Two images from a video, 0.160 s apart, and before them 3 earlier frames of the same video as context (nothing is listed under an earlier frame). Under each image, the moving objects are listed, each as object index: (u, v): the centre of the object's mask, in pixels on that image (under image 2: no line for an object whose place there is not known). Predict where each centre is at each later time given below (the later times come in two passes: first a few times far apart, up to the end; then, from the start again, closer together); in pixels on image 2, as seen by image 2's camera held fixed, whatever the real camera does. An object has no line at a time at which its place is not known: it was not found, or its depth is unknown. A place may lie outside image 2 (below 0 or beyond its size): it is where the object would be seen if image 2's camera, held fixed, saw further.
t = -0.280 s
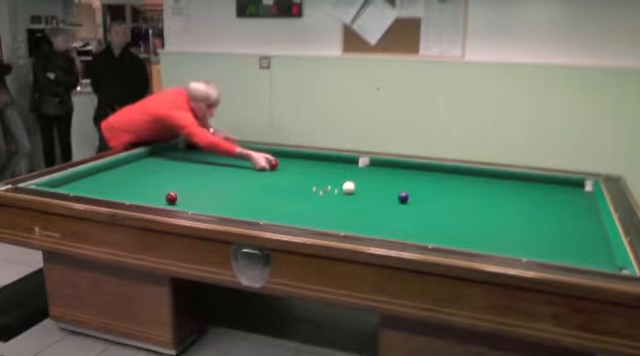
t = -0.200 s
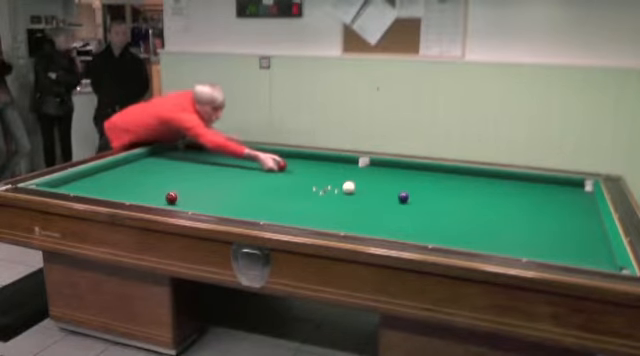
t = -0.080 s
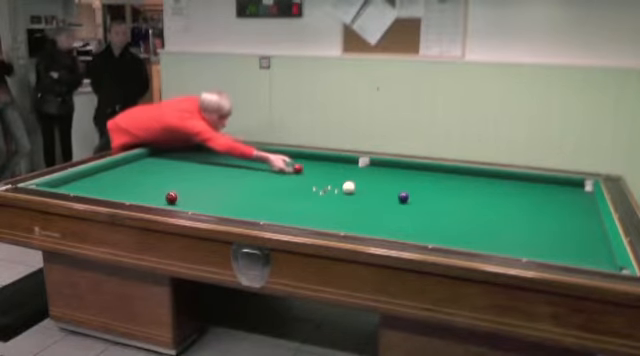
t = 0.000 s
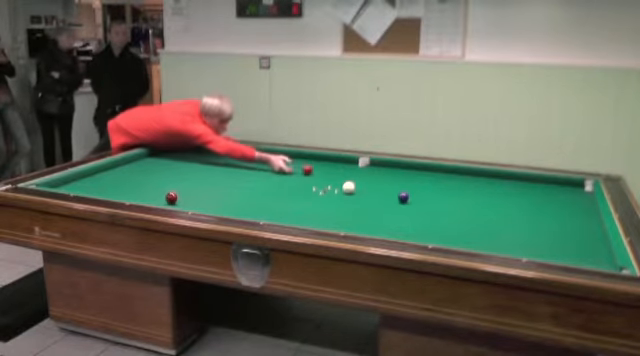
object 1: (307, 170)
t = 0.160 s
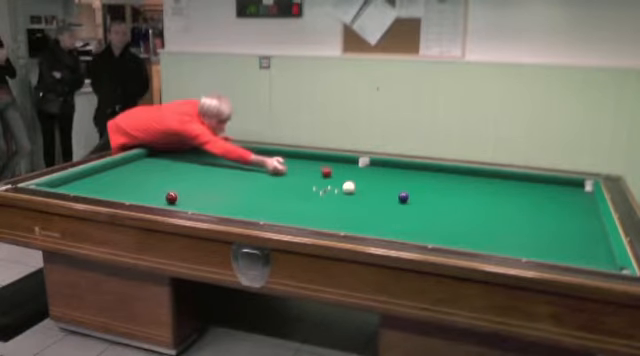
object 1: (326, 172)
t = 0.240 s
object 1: (335, 173)
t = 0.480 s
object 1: (365, 177)
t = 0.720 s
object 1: (395, 181)
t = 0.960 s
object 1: (426, 185)
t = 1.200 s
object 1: (457, 189)
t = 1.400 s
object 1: (483, 192)
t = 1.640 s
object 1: (515, 197)
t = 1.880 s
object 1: (547, 201)
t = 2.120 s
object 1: (579, 205)
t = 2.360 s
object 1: (579, 206)
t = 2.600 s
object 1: (560, 204)
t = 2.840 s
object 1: (542, 202)
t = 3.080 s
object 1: (525, 200)
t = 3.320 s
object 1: (509, 198)
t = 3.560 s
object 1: (492, 197)
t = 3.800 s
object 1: (477, 195)
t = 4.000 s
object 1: (464, 193)
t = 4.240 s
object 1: (449, 192)
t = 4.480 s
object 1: (435, 191)
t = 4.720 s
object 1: (422, 189)
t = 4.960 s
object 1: (409, 188)
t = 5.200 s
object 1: (396, 187)
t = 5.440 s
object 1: (384, 186)
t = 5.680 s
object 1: (372, 185)
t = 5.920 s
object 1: (361, 184)
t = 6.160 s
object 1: (352, 180)
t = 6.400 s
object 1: (340, 182)
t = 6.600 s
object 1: (333, 181)
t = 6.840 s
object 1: (323, 180)
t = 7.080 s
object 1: (315, 180)
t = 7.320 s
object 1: (307, 179)
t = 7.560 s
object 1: (299, 178)
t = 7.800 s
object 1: (292, 178)
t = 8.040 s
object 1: (285, 177)
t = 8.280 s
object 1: (279, 177)
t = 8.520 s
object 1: (273, 177)
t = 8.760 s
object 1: (268, 176)
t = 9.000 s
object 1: (263, 176)
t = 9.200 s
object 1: (259, 176)
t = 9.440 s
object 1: (255, 175)
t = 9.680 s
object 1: (251, 175)
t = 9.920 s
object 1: (247, 175)
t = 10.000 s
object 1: (246, 175)
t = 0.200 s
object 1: (331, 173)
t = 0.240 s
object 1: (335, 173)
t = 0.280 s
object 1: (340, 174)
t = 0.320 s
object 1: (345, 175)
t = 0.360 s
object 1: (350, 175)
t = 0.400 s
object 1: (356, 176)
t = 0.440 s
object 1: (360, 176)
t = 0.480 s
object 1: (365, 177)
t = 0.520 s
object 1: (370, 178)
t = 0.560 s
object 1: (375, 179)
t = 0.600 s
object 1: (380, 179)
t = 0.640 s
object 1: (385, 180)
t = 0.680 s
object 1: (390, 180)
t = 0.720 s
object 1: (395, 181)
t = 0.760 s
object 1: (401, 181)
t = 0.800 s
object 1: (406, 182)
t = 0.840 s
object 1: (411, 183)
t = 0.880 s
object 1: (416, 183)
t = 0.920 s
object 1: (421, 184)
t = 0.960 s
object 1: (426, 185)
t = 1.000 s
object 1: (432, 186)
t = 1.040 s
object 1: (436, 186)
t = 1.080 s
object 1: (441, 187)
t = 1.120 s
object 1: (447, 187)
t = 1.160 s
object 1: (452, 188)
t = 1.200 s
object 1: (457, 189)
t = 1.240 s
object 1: (462, 189)
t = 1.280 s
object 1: (468, 190)
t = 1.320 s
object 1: (473, 191)
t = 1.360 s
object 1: (478, 192)
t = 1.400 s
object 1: (483, 192)
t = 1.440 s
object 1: (489, 193)
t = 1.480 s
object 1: (494, 194)
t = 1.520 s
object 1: (499, 194)
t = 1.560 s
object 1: (504, 195)
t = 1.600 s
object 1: (510, 196)
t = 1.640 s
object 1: (515, 197)
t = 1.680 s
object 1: (520, 198)
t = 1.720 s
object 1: (526, 198)
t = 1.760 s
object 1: (531, 199)
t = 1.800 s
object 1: (536, 199)
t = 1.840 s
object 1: (542, 200)
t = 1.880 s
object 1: (547, 201)
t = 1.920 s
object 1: (552, 202)
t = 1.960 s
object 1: (558, 202)
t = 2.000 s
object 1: (563, 204)
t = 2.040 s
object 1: (568, 205)
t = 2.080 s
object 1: (574, 205)
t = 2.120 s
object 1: (579, 205)
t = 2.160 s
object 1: (584, 206)
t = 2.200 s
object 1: (590, 207)
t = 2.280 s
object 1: (586, 206)
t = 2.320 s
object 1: (582, 206)
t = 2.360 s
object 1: (579, 206)
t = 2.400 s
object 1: (575, 206)
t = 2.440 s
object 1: (572, 205)
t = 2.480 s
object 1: (569, 205)
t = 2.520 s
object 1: (566, 205)
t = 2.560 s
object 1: (563, 204)
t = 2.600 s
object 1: (560, 204)
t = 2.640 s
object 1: (557, 204)
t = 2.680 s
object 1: (554, 203)
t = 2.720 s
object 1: (551, 203)
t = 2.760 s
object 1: (549, 203)
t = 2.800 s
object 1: (546, 203)
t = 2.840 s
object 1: (542, 202)
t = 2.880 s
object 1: (540, 202)
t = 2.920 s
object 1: (537, 201)
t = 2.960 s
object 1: (534, 201)
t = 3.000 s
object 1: (531, 201)
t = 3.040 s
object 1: (528, 200)
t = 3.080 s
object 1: (525, 200)
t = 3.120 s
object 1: (523, 200)
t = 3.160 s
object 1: (520, 200)
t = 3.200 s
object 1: (517, 199)
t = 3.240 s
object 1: (514, 199)
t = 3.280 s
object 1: (511, 199)
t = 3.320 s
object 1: (509, 198)
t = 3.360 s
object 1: (506, 198)
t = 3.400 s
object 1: (503, 198)
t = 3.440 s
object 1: (500, 198)
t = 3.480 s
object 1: (498, 197)
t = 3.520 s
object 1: (494, 197)
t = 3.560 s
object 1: (492, 197)
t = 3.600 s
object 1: (489, 196)
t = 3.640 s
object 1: (487, 196)
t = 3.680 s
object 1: (484, 196)
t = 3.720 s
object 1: (482, 195)
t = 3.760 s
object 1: (479, 195)
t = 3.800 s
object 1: (477, 195)
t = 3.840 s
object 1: (474, 195)
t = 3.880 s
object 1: (471, 194)
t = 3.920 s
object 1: (469, 194)
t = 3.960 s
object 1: (467, 194)
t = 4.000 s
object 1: (464, 193)
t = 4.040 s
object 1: (461, 193)
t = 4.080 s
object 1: (459, 193)
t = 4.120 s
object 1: (456, 193)
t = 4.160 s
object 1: (454, 193)
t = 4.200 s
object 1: (452, 192)
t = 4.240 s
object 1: (449, 192)
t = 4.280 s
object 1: (447, 191)
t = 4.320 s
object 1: (445, 191)
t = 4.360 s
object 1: (442, 191)
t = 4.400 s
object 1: (440, 191)
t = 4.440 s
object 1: (438, 191)
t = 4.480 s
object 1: (435, 191)
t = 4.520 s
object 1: (433, 191)
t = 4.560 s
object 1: (431, 190)
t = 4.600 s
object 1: (428, 190)
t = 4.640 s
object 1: (426, 190)
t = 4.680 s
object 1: (424, 190)
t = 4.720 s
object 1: (422, 189)
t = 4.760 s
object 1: (419, 189)
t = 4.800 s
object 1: (417, 189)
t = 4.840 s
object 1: (415, 189)
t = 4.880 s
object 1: (413, 188)
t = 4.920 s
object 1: (411, 188)
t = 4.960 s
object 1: (409, 188)
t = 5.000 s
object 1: (407, 187)
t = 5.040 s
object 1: (404, 187)
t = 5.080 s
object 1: (401, 187)
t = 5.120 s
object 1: (400, 187)
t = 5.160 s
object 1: (398, 187)
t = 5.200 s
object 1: (396, 187)
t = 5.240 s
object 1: (394, 186)
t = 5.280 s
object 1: (391, 186)
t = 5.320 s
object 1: (389, 186)
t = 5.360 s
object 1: (388, 186)
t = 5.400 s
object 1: (385, 186)
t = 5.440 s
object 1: (384, 186)
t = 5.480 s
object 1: (382, 186)
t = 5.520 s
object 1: (380, 185)
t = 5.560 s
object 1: (378, 185)
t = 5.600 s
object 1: (376, 185)
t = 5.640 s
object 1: (374, 185)
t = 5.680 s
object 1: (372, 185)
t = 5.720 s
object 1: (370, 184)
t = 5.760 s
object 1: (368, 184)
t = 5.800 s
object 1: (367, 184)
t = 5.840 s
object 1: (365, 184)
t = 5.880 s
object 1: (363, 184)
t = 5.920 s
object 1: (361, 184)
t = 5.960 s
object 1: (360, 183)
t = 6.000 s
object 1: (358, 183)
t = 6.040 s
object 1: (357, 183)
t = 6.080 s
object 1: (356, 182)
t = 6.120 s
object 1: (355, 182)
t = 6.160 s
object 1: (352, 180)
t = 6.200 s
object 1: (348, 180)
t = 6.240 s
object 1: (346, 180)
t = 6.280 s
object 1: (344, 180)
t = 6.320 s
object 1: (341, 181)
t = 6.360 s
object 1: (340, 181)
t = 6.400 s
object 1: (340, 182)
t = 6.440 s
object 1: (339, 182)
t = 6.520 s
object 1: (336, 181)
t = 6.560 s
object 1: (334, 181)
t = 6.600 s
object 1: (333, 181)
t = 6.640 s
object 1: (331, 181)
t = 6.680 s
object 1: (330, 181)
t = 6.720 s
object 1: (328, 181)
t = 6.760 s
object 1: (326, 181)
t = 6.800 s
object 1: (325, 181)
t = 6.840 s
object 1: (323, 180)
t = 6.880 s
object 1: (322, 181)
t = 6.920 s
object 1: (320, 180)
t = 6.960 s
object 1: (319, 180)
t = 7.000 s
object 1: (317, 180)
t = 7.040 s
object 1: (316, 180)
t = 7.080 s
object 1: (315, 180)
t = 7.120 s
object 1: (314, 180)
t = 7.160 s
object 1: (312, 179)
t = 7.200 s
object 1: (311, 179)
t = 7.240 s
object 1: (310, 179)
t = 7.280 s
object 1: (308, 179)
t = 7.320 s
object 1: (307, 179)
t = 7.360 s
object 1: (305, 179)
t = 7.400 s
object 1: (304, 179)
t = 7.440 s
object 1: (303, 179)
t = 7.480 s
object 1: (302, 179)
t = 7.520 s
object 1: (301, 178)
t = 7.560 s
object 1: (299, 178)
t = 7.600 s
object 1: (298, 178)
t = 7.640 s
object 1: (297, 178)
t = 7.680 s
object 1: (295, 178)
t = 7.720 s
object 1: (294, 178)
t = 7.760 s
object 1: (293, 178)
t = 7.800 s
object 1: (292, 178)
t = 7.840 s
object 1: (291, 178)
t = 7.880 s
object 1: (290, 178)
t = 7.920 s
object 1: (289, 178)
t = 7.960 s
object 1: (287, 178)
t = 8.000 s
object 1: (286, 177)
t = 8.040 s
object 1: (285, 177)
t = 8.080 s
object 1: (284, 177)
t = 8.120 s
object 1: (283, 177)
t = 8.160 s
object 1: (282, 177)
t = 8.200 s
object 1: (281, 177)
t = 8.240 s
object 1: (280, 177)
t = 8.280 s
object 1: (279, 177)
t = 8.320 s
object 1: (278, 177)
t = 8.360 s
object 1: (277, 177)
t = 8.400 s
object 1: (276, 177)
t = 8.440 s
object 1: (275, 177)
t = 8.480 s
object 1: (274, 177)
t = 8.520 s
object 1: (273, 177)
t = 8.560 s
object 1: (273, 176)
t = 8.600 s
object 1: (271, 177)
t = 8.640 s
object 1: (271, 176)
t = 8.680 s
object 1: (270, 176)
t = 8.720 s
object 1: (269, 176)
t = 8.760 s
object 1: (268, 176)
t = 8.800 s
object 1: (267, 176)
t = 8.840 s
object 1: (266, 176)
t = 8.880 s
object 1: (265, 176)
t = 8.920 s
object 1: (265, 176)
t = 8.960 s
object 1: (264, 176)
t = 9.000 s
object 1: (263, 176)
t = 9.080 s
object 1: (262, 176)
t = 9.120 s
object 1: (261, 176)
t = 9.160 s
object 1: (260, 176)
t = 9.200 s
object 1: (259, 176)
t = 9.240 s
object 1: (259, 176)
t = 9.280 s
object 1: (258, 175)
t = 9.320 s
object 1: (257, 175)
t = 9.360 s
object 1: (257, 175)
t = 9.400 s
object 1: (256, 175)
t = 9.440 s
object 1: (255, 175)
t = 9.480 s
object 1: (255, 175)
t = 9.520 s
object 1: (254, 175)
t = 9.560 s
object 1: (253, 175)
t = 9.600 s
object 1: (252, 175)
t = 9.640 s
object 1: (252, 175)
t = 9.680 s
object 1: (251, 175)
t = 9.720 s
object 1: (250, 175)
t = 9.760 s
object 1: (250, 175)
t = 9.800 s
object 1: (249, 175)
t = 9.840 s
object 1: (249, 175)
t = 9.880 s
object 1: (248, 175)
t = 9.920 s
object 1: (247, 175)
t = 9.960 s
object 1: (247, 175)
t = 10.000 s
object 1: (246, 175)
